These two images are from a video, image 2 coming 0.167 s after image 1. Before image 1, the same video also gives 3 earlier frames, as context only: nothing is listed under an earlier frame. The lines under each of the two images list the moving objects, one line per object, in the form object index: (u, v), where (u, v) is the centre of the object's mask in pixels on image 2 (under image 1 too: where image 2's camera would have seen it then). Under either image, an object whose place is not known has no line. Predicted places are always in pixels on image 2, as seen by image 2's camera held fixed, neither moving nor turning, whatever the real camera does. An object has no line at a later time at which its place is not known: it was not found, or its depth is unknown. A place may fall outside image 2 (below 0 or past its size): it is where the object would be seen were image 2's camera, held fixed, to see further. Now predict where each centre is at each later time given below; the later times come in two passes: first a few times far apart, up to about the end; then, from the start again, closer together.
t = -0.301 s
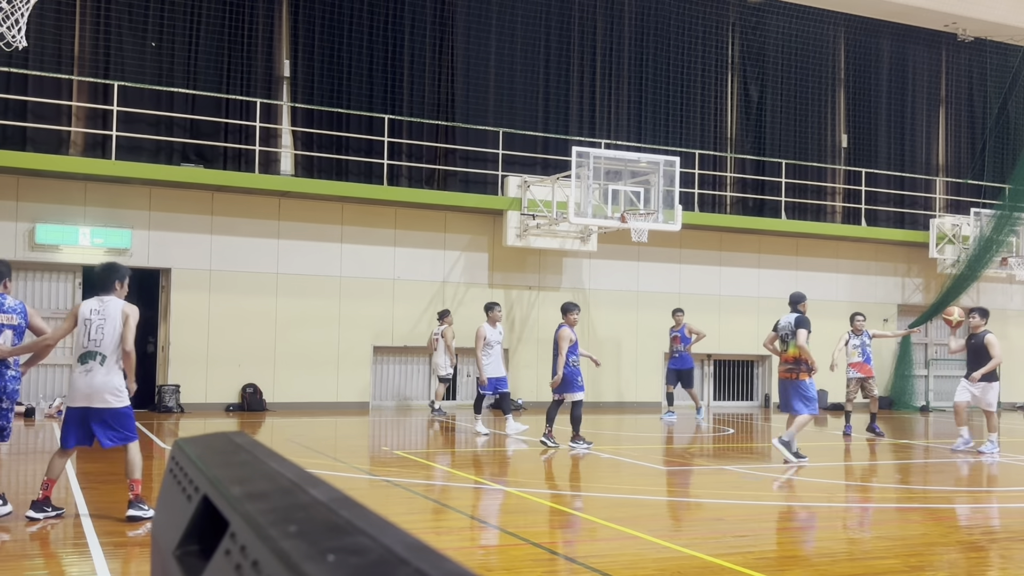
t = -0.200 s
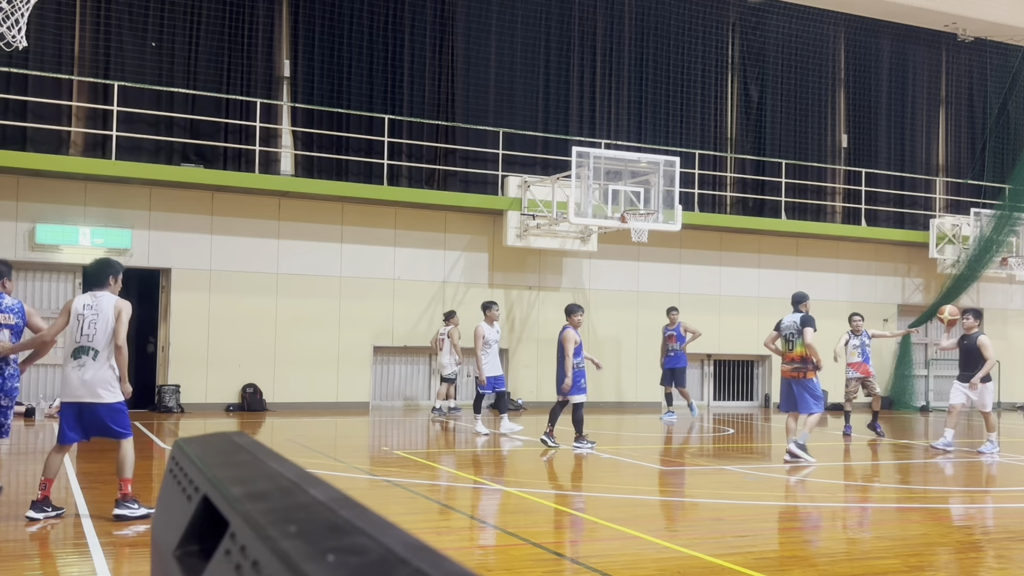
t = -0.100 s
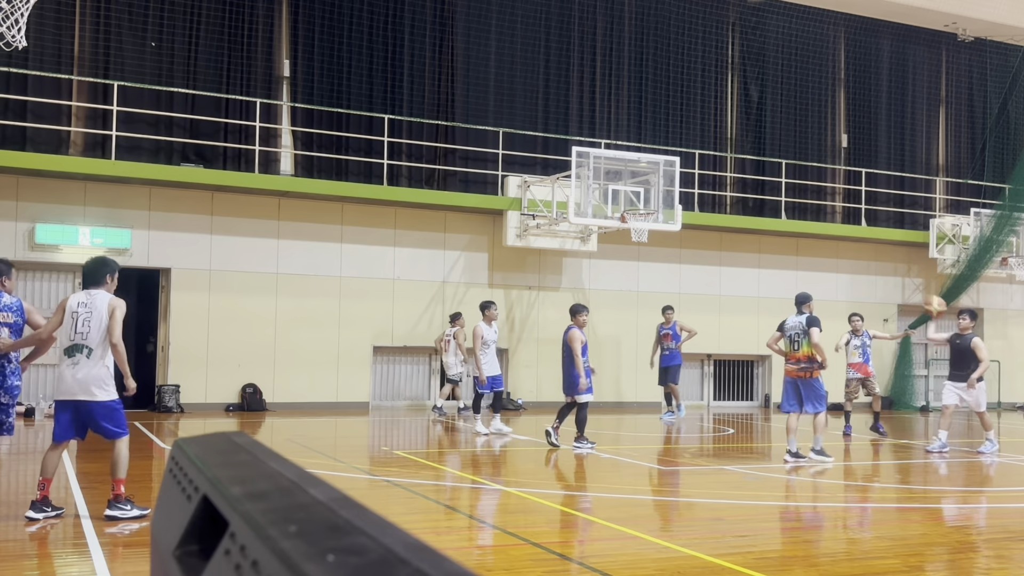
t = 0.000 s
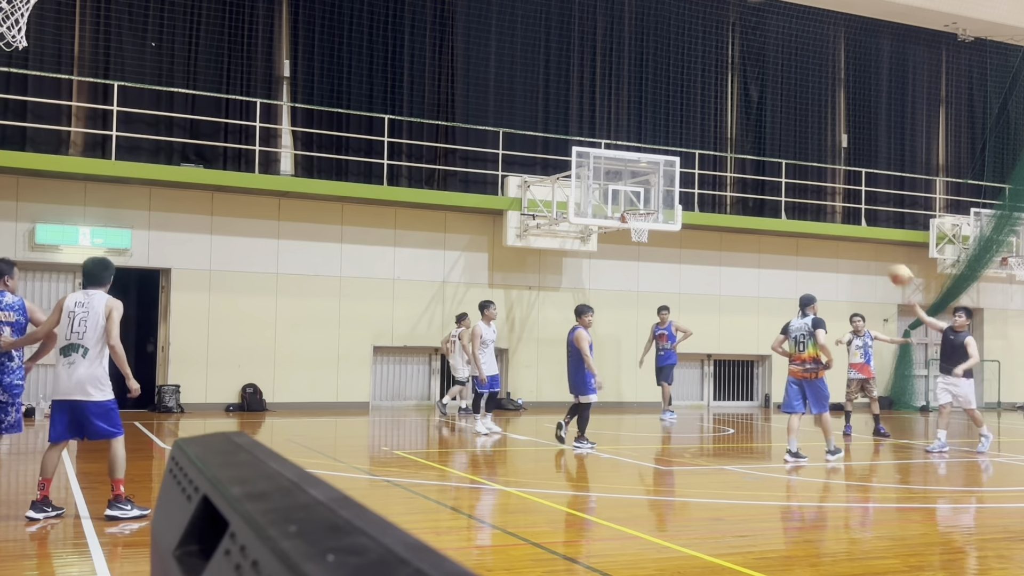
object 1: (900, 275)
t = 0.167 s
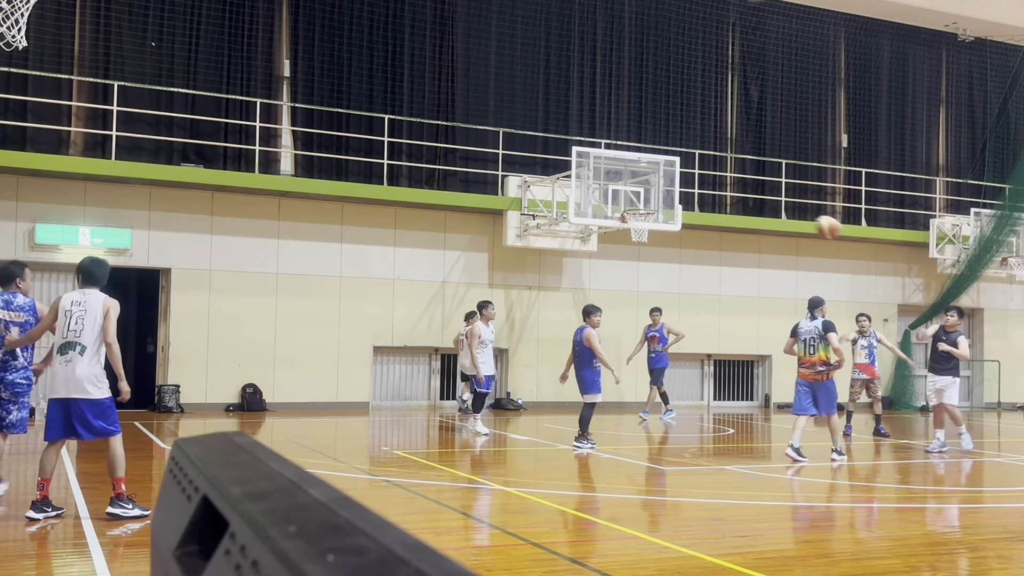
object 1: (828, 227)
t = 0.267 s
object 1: (779, 207)
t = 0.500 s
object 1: (650, 194)
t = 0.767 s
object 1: (460, 251)
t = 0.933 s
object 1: (308, 343)
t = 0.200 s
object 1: (813, 219)
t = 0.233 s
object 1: (796, 213)
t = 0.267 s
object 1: (779, 207)
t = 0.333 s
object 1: (745, 199)
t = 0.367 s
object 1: (727, 196)
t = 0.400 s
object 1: (709, 194)
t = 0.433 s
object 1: (690, 193)
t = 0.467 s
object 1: (669, 193)
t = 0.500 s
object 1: (650, 194)
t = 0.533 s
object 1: (627, 196)
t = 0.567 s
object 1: (606, 199)
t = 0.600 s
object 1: (584, 205)
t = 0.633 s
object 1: (557, 212)
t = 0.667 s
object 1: (536, 219)
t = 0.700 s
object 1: (510, 228)
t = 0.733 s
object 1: (487, 238)
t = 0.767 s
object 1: (460, 251)
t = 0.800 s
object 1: (431, 266)
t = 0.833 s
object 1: (403, 282)
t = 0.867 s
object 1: (371, 300)
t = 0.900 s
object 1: (341, 322)
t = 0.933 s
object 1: (308, 343)
